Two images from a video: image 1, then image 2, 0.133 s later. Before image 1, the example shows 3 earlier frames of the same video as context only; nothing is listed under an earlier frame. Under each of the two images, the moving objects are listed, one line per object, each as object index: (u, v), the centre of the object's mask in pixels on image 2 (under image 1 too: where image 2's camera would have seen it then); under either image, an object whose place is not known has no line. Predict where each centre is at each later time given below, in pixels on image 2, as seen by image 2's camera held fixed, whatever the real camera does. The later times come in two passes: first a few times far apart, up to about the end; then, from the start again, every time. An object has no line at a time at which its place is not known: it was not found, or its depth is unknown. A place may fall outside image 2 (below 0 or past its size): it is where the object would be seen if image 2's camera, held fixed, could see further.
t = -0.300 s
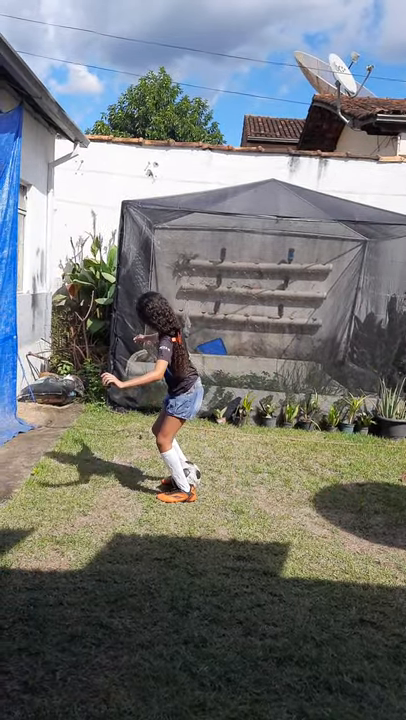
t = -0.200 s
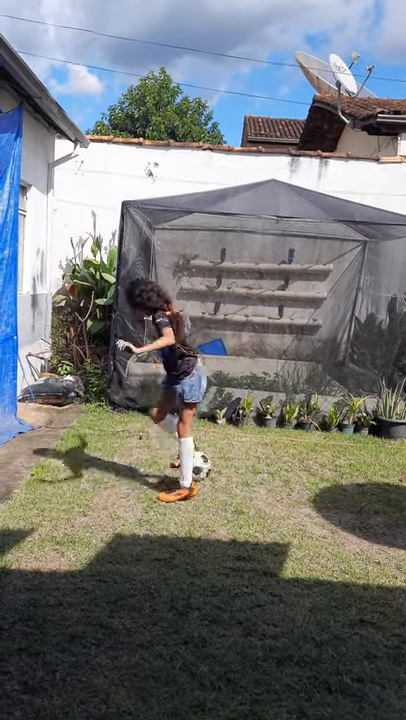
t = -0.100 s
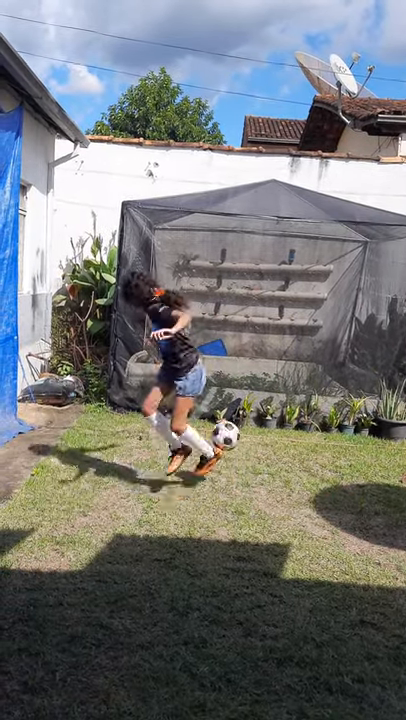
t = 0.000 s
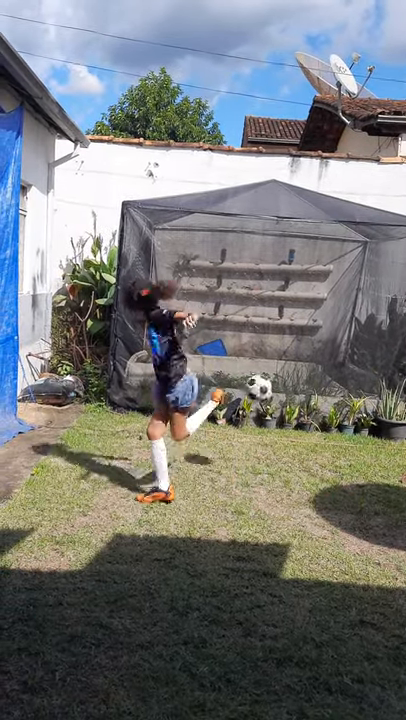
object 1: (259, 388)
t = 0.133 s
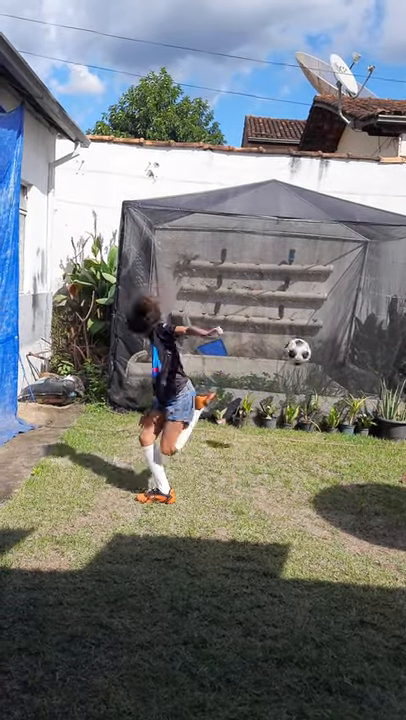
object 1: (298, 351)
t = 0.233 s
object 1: (323, 340)
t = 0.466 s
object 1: (370, 365)
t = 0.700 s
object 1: (401, 435)
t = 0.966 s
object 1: (424, 443)
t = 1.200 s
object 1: (447, 450)
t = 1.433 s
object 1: (467, 455)
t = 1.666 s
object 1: (486, 457)
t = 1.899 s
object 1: (496, 458)
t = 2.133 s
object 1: (503, 458)
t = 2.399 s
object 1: (507, 458)
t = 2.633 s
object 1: (508, 458)
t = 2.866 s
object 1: (508, 458)
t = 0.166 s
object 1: (306, 346)
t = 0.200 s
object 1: (315, 342)
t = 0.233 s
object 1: (323, 340)
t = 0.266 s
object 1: (330, 340)
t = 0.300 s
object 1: (337, 341)
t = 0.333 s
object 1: (344, 343)
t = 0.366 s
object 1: (351, 347)
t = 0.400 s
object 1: (357, 352)
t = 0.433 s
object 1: (363, 358)
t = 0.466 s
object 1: (370, 365)
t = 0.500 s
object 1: (375, 374)
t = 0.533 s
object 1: (380, 384)
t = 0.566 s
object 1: (385, 393)
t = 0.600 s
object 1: (390, 405)
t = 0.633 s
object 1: (394, 417)
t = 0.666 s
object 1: (399, 428)
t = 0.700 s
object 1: (401, 435)
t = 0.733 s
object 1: (403, 433)
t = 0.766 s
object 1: (406, 433)
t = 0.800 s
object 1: (410, 431)
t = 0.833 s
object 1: (413, 431)
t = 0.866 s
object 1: (417, 431)
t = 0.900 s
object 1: (419, 435)
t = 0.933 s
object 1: (421, 439)
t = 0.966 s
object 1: (424, 443)
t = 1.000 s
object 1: (428, 444)
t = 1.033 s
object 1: (431, 444)
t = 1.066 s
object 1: (434, 446)
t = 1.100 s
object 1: (438, 448)
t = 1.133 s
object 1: (442, 449)
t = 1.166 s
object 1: (445, 450)
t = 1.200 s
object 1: (447, 450)
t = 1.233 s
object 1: (450, 450)
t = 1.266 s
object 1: (453, 450)
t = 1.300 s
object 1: (456, 451)
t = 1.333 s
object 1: (458, 452)
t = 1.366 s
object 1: (461, 453)
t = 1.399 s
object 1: (464, 454)
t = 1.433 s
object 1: (467, 455)
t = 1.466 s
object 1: (470, 457)
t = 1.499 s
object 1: (473, 457)
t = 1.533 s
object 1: (475, 457)
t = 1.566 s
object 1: (479, 458)
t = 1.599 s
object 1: (481, 458)
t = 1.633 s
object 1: (483, 458)
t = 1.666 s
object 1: (486, 457)
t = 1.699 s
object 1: (488, 458)
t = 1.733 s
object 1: (489, 458)
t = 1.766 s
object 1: (491, 458)
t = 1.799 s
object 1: (492, 458)
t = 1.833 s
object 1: (493, 458)
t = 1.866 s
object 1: (494, 458)
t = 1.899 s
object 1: (496, 458)
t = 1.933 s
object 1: (497, 458)
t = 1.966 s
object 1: (498, 458)
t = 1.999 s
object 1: (499, 458)
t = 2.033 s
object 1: (501, 458)
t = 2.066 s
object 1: (502, 458)
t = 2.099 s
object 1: (503, 458)
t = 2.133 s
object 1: (503, 458)
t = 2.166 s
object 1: (504, 458)
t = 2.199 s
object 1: (505, 458)
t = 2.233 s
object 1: (506, 458)
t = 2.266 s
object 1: (506, 458)
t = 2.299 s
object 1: (507, 458)
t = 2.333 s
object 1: (507, 458)
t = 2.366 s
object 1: (508, 458)
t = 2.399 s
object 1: (507, 458)
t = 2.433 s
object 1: (508, 458)
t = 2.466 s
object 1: (508, 458)
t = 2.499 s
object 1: (509, 458)
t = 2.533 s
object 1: (509, 458)
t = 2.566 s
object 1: (508, 458)
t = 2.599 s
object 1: (508, 458)
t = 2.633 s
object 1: (508, 458)
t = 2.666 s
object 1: (508, 458)
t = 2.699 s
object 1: (508, 458)
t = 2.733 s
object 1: (508, 458)
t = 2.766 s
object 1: (508, 458)
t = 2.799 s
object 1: (508, 458)
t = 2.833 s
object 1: (508, 458)
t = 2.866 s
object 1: (508, 458)
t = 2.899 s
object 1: (508, 458)
